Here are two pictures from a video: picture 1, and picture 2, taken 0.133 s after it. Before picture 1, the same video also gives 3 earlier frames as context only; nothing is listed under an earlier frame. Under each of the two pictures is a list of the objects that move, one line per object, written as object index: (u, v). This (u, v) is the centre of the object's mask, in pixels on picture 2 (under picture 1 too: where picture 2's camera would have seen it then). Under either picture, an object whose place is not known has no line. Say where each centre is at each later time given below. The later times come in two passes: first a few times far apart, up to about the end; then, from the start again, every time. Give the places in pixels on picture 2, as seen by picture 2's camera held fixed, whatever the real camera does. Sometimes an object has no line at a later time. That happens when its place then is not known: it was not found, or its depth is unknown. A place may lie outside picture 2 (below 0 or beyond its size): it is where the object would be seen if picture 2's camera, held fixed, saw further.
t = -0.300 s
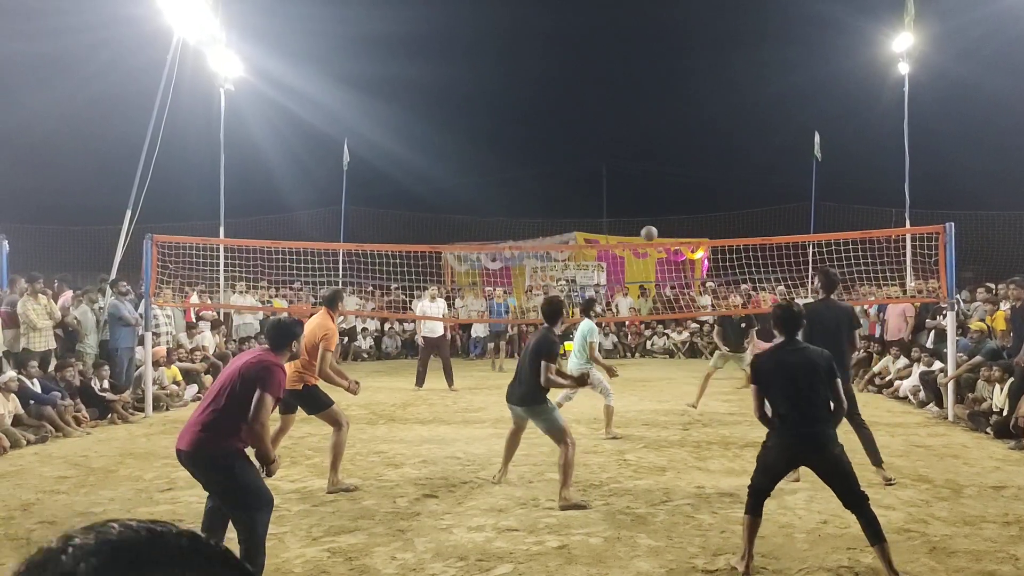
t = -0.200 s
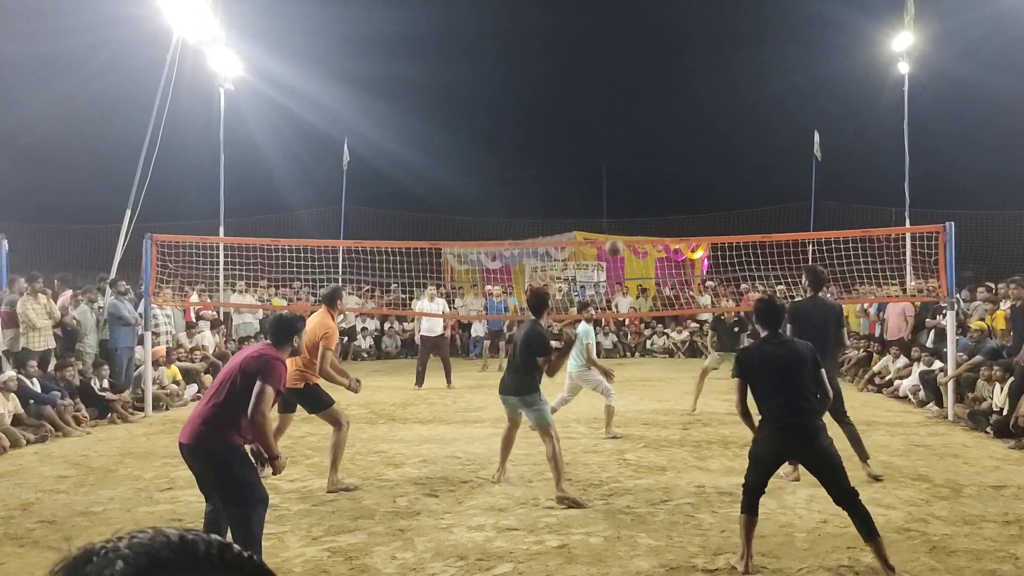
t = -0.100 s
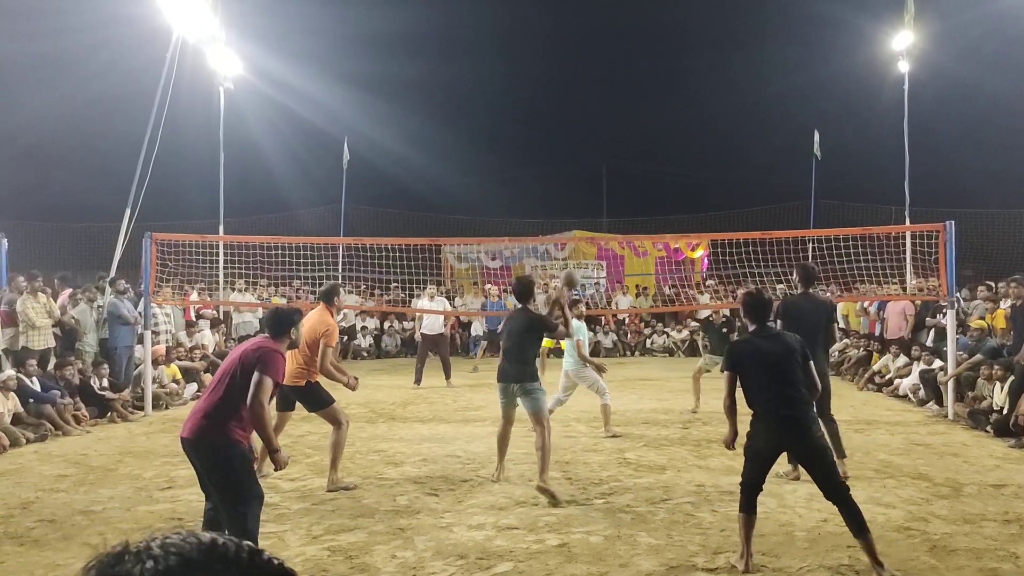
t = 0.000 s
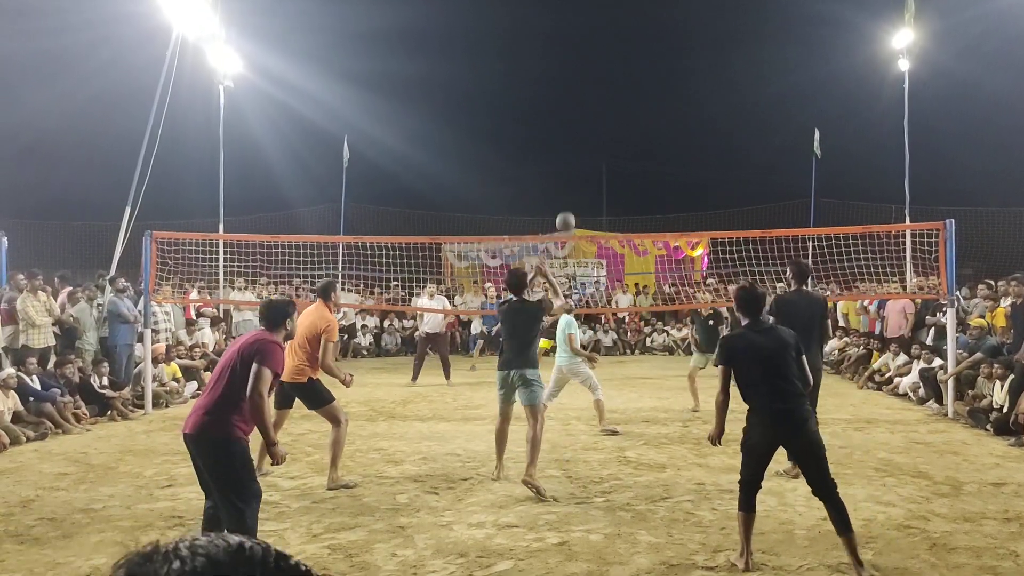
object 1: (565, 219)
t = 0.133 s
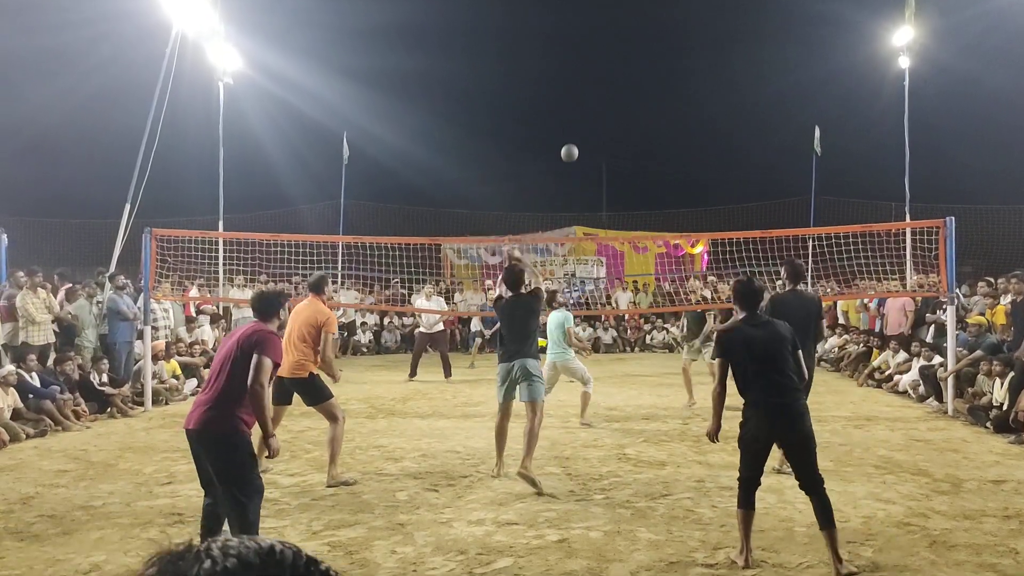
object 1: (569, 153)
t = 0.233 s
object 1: (572, 122)
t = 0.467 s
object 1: (576, 94)
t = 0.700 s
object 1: (578, 109)
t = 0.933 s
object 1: (580, 151)
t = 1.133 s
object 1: (580, 203)
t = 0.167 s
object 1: (571, 141)
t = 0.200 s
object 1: (571, 130)
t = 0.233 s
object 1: (572, 122)
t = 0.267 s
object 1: (573, 115)
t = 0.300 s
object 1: (574, 108)
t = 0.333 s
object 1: (575, 103)
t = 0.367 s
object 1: (575, 99)
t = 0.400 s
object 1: (575, 96)
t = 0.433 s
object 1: (576, 95)
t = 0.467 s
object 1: (576, 94)
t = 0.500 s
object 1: (577, 95)
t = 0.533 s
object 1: (577, 95)
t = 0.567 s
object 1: (577, 97)
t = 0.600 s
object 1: (578, 99)
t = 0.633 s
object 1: (578, 102)
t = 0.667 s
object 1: (578, 105)
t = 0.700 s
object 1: (578, 109)
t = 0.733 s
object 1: (578, 114)
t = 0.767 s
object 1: (578, 119)
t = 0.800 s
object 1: (578, 125)
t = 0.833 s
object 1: (579, 131)
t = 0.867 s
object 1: (579, 137)
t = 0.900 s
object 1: (580, 144)
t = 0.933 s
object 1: (580, 151)
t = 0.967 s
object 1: (580, 159)
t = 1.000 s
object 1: (580, 167)
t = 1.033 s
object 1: (580, 176)
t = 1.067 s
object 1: (580, 184)
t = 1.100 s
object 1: (579, 194)
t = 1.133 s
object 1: (580, 203)
